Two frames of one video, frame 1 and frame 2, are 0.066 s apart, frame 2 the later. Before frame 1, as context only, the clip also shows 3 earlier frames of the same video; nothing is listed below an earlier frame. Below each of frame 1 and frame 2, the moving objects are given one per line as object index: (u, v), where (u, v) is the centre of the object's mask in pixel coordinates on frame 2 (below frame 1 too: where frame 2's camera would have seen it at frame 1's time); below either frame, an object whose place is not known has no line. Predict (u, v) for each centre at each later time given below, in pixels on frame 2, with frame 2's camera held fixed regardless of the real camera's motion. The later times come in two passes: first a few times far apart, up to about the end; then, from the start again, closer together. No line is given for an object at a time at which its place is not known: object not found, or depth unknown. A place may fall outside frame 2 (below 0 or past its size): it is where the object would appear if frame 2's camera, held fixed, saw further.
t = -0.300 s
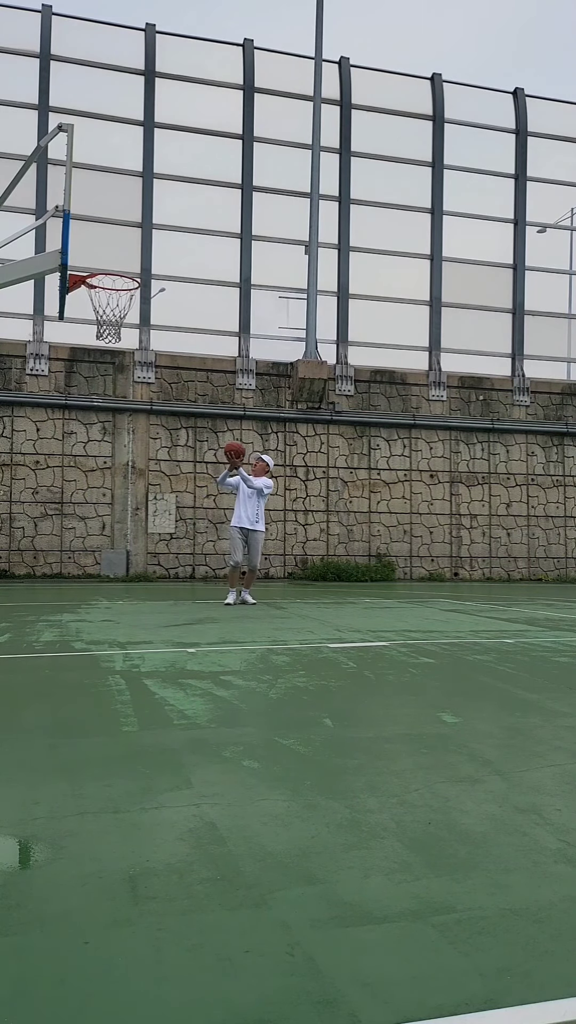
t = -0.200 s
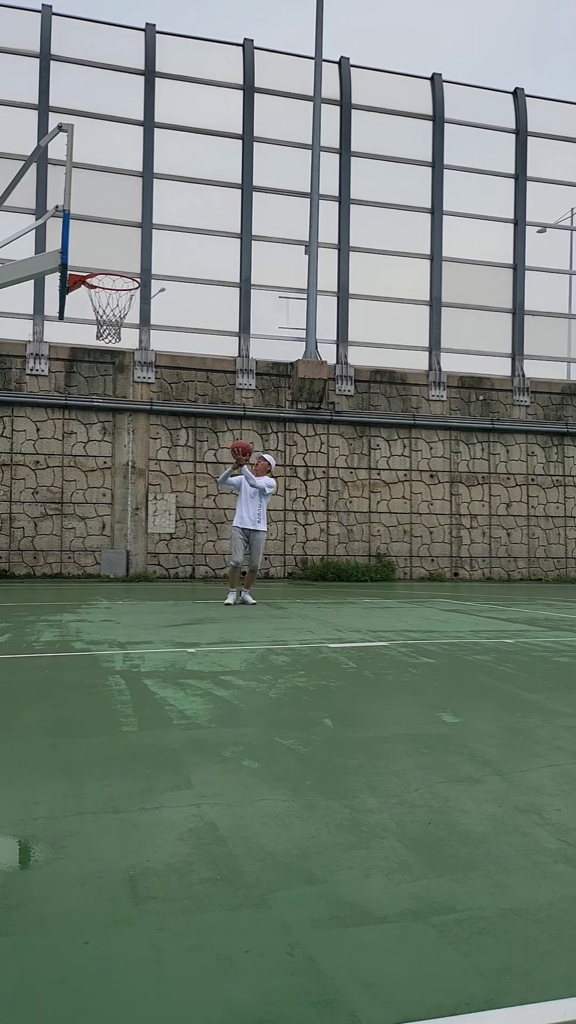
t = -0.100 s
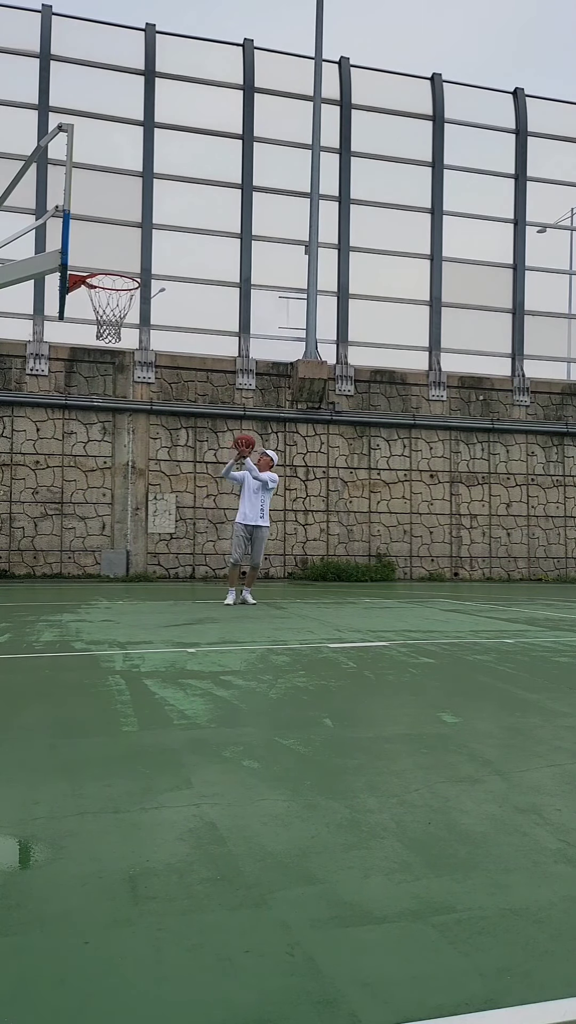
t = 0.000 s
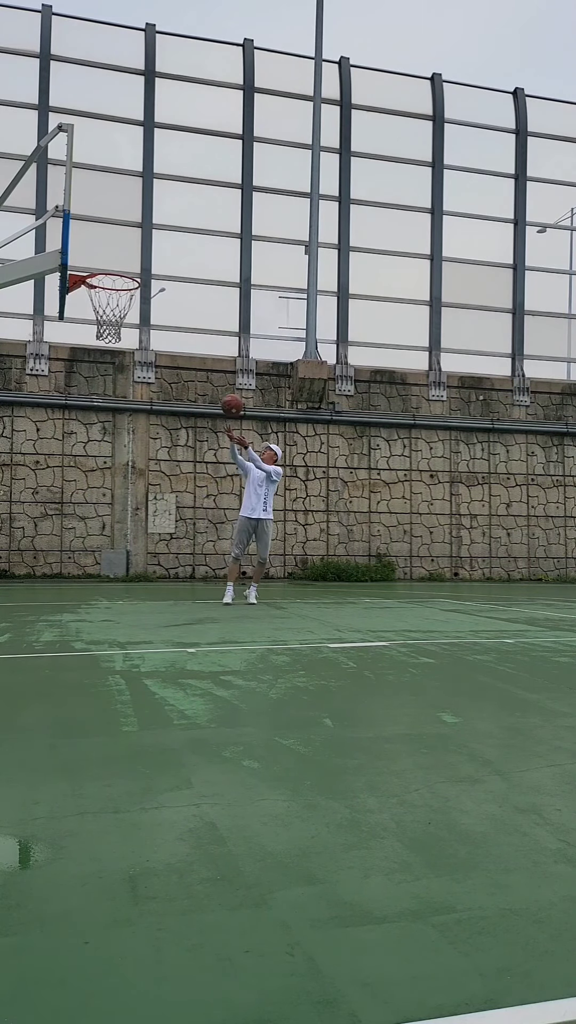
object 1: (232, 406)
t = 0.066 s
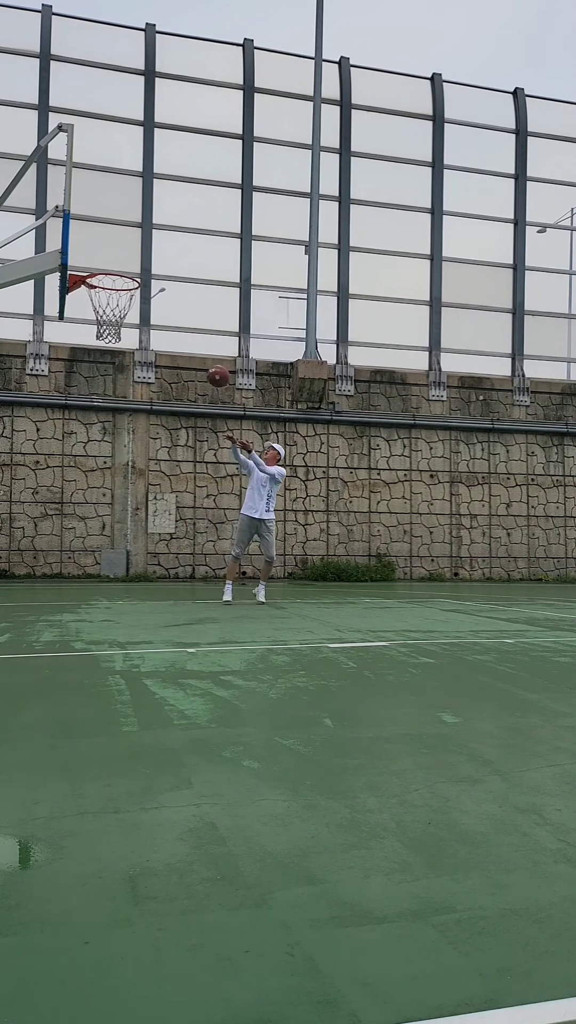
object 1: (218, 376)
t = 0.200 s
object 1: (189, 327)
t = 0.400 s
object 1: (140, 279)
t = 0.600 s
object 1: (83, 265)
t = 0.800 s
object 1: (103, 261)
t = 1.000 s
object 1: (118, 274)
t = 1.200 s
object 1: (134, 325)
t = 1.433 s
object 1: (149, 429)
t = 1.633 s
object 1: (158, 553)
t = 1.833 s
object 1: (176, 527)
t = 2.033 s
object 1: (195, 452)
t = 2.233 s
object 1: (213, 415)
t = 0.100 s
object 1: (211, 363)
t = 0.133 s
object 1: (204, 350)
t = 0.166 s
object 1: (196, 338)
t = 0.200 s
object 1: (189, 327)
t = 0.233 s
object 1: (181, 317)
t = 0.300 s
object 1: (165, 299)
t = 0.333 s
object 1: (157, 291)
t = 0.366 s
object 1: (148, 285)
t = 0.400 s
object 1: (140, 279)
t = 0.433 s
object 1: (131, 274)
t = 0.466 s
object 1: (122, 270)
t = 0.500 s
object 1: (112, 268)
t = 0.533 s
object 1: (103, 266)
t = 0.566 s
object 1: (93, 264)
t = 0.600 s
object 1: (83, 265)
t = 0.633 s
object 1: (83, 267)
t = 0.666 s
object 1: (92, 275)
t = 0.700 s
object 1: (94, 270)
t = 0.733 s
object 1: (97, 266)
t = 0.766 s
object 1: (100, 261)
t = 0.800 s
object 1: (103, 261)
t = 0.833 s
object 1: (105, 260)
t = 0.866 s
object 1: (108, 260)
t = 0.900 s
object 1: (111, 261)
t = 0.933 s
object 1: (113, 263)
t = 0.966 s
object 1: (116, 268)
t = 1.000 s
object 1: (118, 274)
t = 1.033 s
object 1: (121, 279)
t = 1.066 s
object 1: (124, 287)
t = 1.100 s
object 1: (126, 294)
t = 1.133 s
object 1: (129, 304)
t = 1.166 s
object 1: (131, 314)
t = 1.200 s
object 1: (134, 325)
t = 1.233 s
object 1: (136, 337)
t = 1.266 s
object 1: (138, 350)
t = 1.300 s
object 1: (141, 364)
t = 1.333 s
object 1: (143, 379)
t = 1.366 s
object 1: (145, 395)
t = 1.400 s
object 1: (147, 412)
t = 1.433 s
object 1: (149, 429)
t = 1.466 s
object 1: (150, 448)
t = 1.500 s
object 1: (152, 467)
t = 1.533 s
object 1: (154, 487)
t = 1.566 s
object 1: (155, 508)
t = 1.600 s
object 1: (157, 530)
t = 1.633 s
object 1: (158, 553)
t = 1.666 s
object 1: (160, 576)
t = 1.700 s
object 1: (162, 599)
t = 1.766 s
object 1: (169, 561)
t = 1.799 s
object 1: (173, 543)
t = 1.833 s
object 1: (176, 527)
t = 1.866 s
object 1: (180, 512)
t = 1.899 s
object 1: (183, 497)
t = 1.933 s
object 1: (186, 484)
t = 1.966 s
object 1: (189, 472)
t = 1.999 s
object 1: (192, 461)
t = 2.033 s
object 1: (195, 452)
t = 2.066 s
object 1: (198, 443)
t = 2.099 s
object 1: (201, 436)
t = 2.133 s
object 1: (204, 429)
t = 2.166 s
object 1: (207, 423)
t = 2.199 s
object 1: (210, 419)
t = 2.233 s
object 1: (213, 415)
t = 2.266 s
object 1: (215, 413)
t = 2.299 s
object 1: (218, 411)
